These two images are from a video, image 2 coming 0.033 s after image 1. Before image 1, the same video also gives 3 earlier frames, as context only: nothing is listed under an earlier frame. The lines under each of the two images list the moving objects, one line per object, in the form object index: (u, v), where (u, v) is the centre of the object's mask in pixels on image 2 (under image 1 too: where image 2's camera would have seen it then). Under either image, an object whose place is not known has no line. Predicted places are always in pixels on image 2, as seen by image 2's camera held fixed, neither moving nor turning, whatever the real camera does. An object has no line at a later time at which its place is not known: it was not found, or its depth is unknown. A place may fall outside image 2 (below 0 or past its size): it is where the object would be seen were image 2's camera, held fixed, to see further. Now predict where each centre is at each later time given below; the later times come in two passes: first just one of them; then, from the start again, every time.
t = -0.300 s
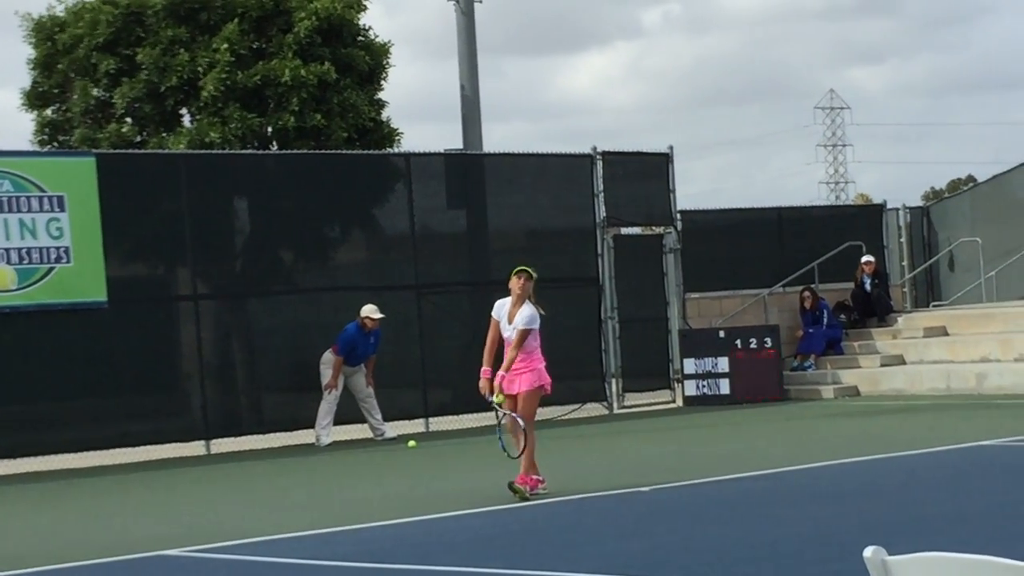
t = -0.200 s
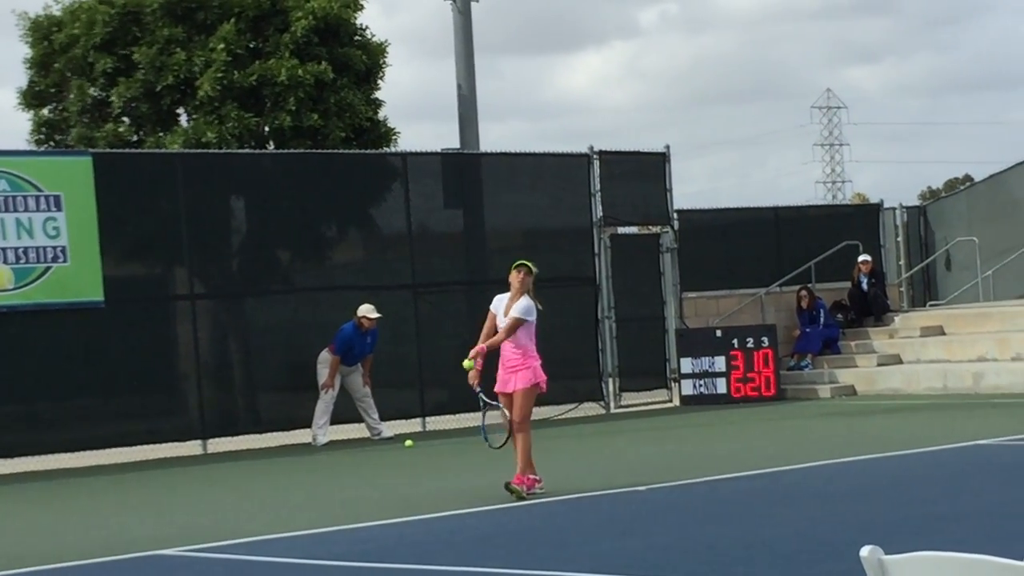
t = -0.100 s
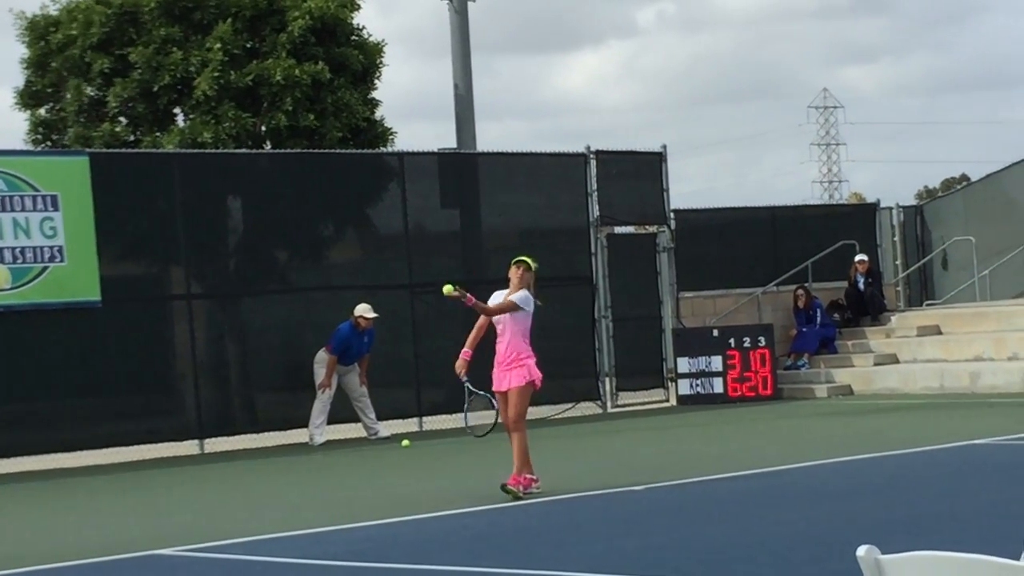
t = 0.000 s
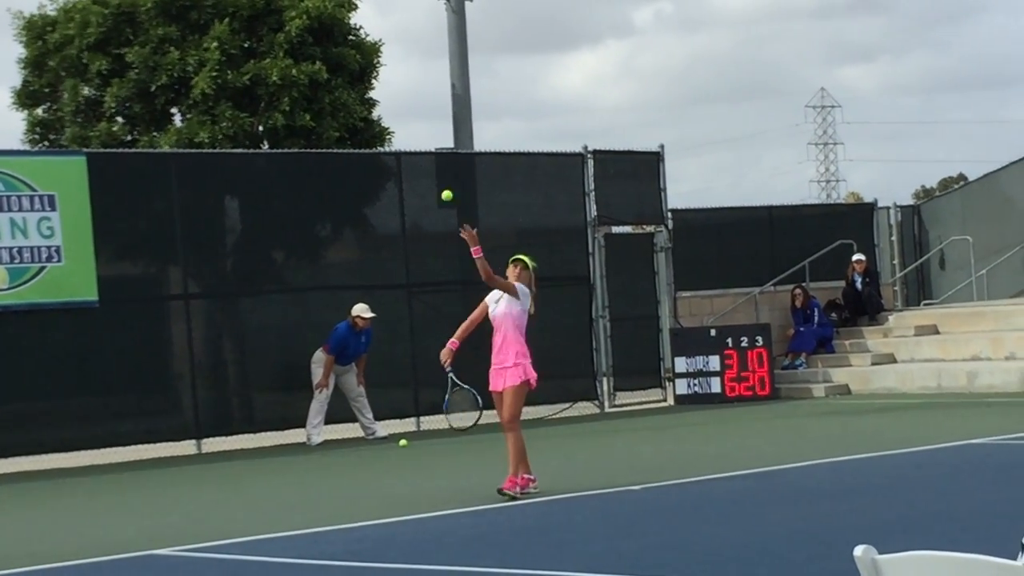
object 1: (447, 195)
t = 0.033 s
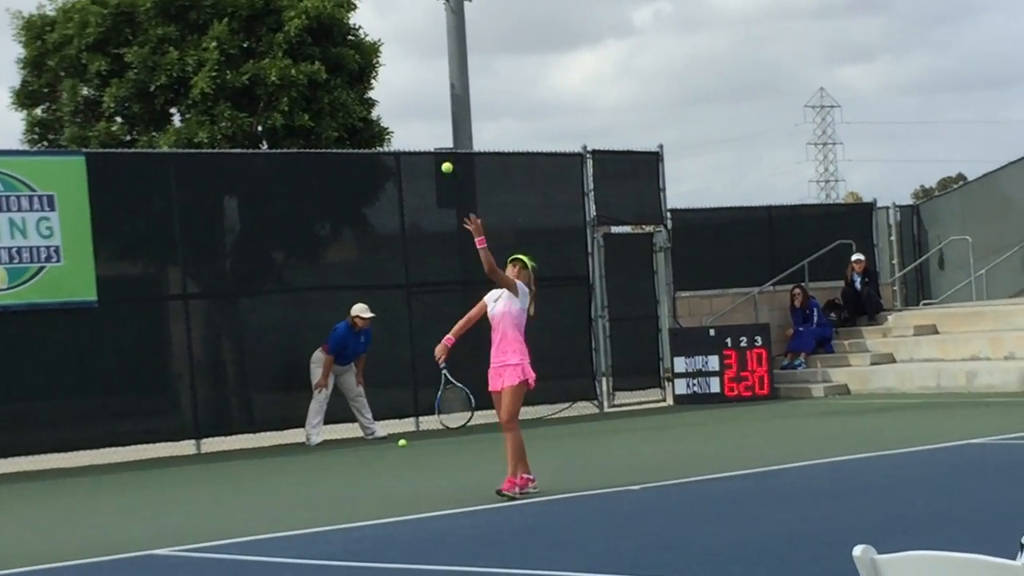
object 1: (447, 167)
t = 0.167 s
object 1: (452, 72)
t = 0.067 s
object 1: (448, 142)
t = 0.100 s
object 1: (449, 116)
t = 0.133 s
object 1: (451, 94)
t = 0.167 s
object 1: (452, 72)
